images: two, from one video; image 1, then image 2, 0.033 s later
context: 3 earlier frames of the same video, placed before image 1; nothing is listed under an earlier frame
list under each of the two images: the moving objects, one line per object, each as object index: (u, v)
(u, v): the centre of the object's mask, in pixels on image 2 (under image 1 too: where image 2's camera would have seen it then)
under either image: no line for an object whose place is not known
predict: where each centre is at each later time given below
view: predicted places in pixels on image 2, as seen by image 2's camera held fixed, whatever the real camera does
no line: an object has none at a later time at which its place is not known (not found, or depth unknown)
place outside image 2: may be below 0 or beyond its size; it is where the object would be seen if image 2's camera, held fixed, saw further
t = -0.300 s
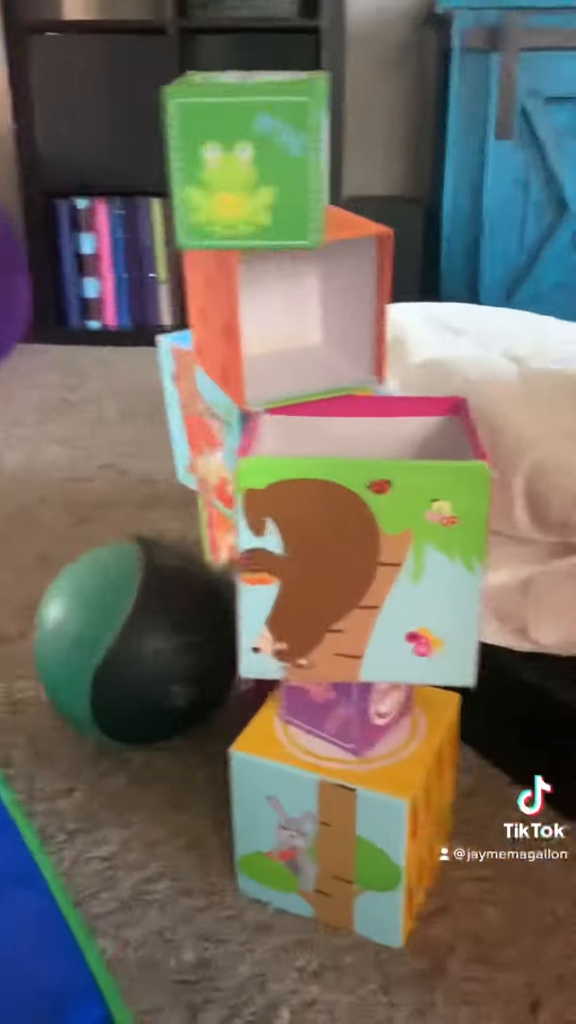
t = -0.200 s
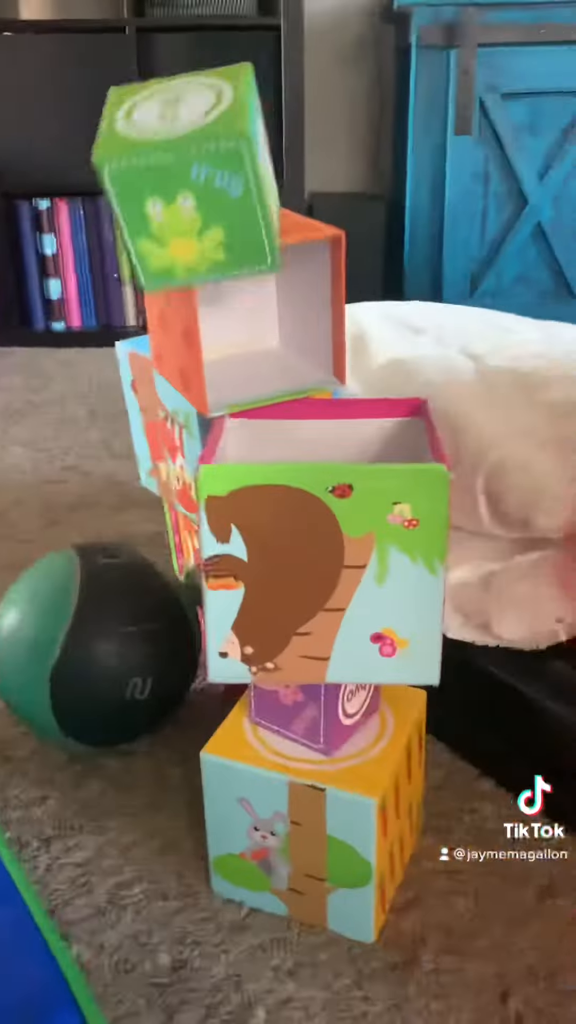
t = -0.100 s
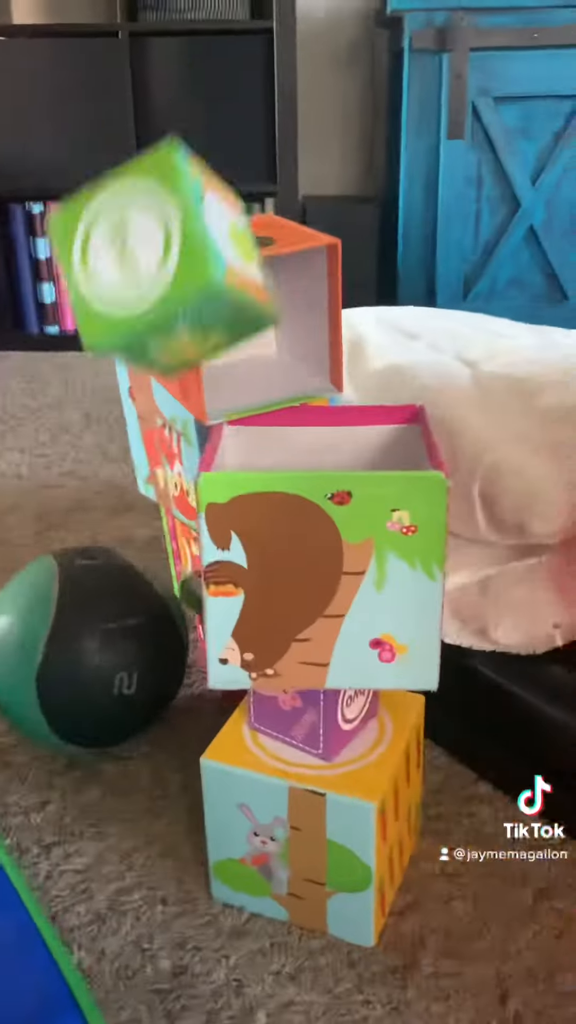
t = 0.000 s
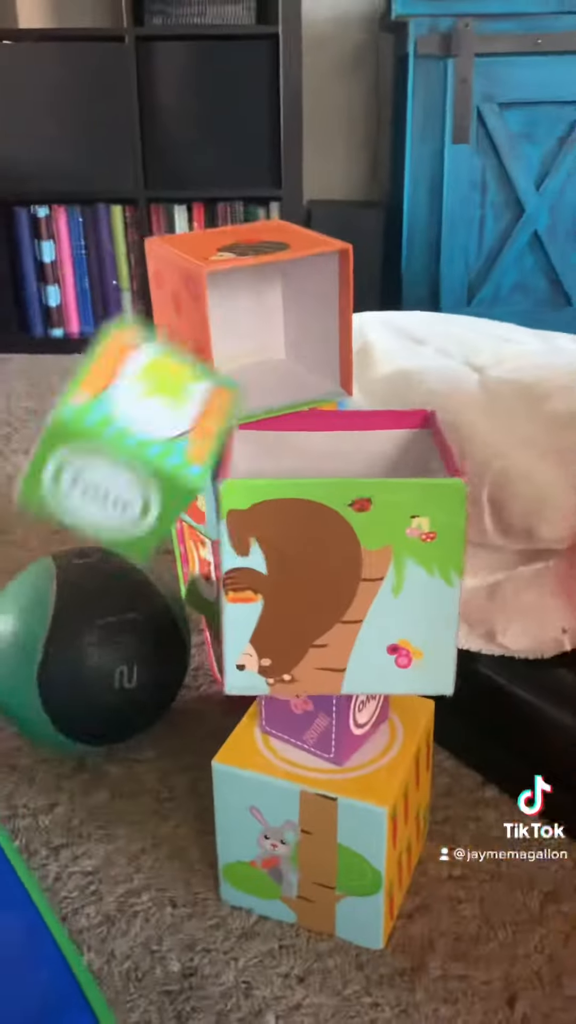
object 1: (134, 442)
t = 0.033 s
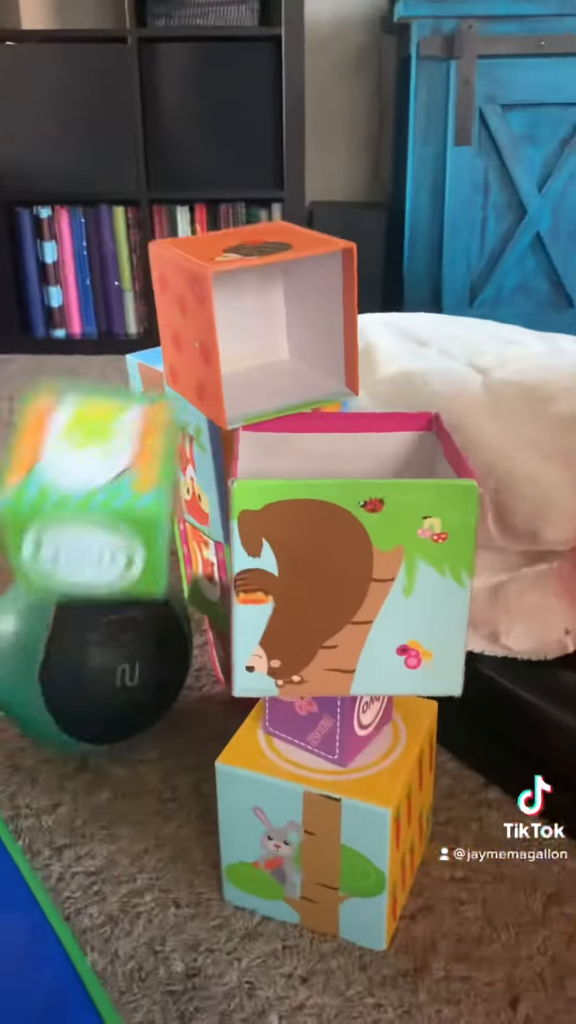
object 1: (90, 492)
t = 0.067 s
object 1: (73, 565)
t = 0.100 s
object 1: (58, 643)
